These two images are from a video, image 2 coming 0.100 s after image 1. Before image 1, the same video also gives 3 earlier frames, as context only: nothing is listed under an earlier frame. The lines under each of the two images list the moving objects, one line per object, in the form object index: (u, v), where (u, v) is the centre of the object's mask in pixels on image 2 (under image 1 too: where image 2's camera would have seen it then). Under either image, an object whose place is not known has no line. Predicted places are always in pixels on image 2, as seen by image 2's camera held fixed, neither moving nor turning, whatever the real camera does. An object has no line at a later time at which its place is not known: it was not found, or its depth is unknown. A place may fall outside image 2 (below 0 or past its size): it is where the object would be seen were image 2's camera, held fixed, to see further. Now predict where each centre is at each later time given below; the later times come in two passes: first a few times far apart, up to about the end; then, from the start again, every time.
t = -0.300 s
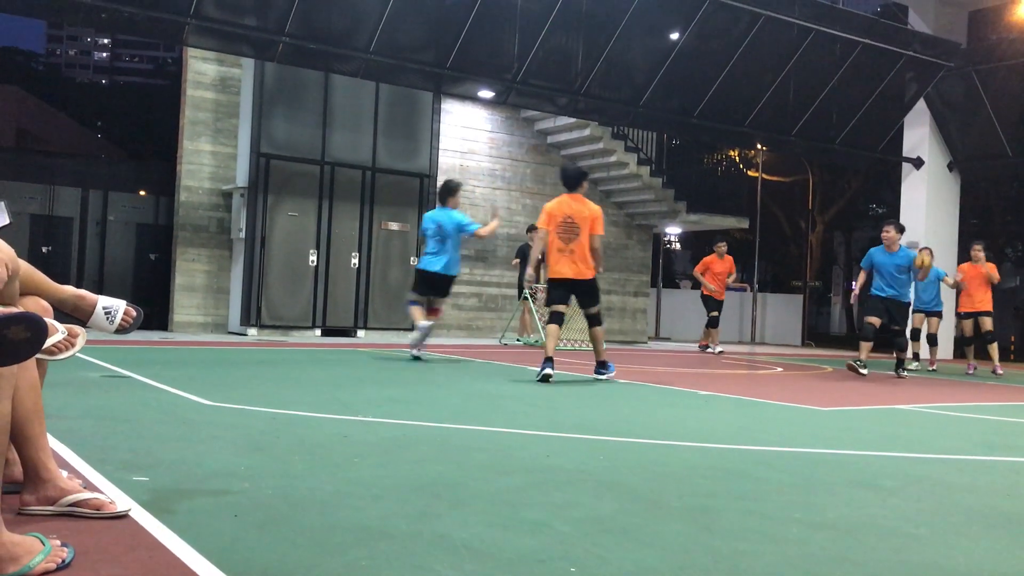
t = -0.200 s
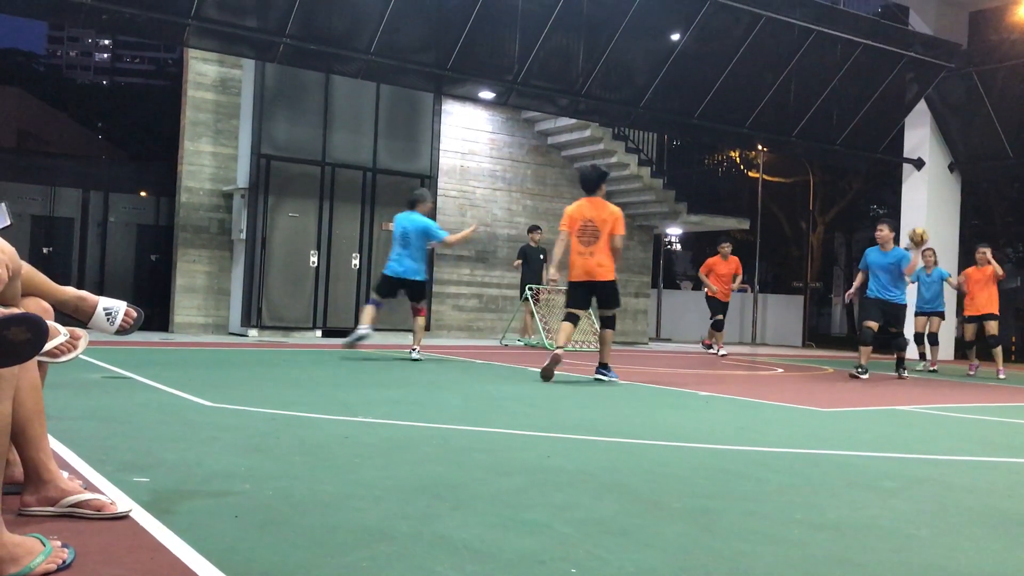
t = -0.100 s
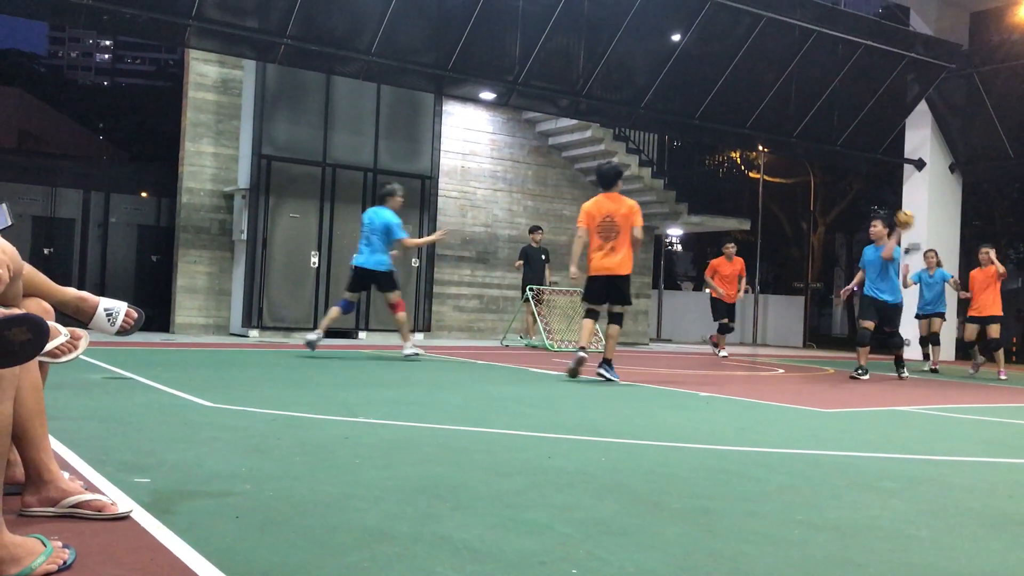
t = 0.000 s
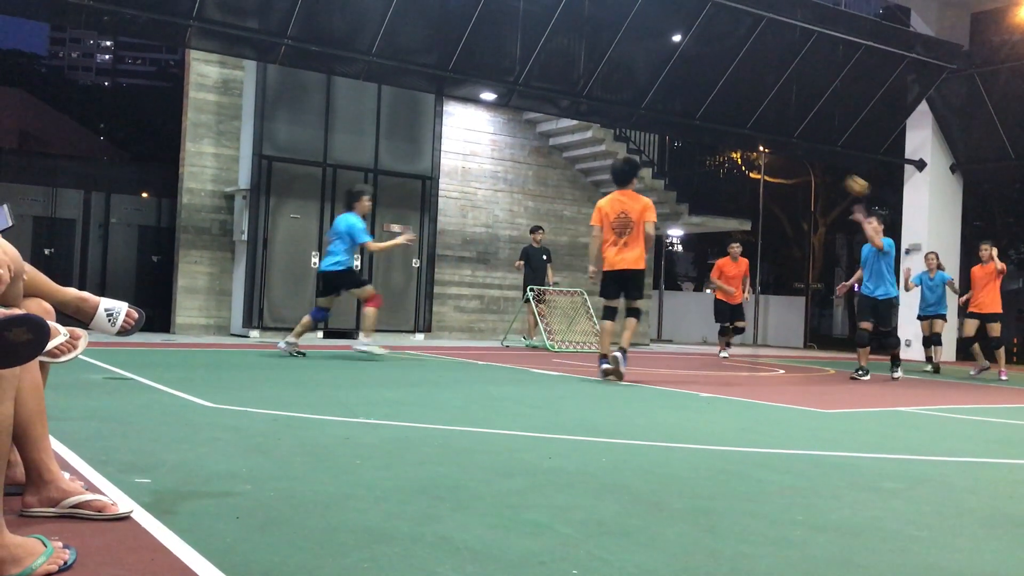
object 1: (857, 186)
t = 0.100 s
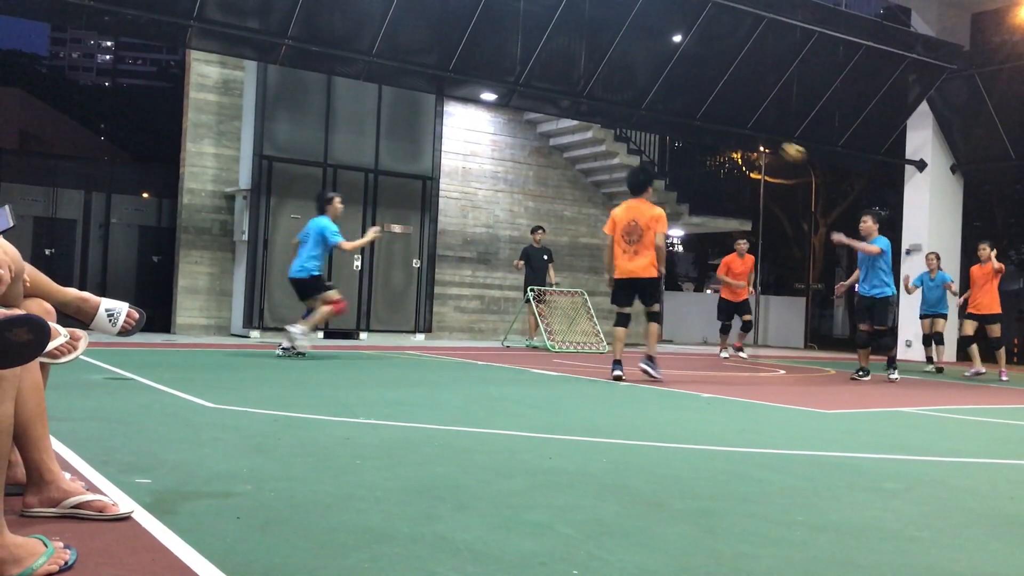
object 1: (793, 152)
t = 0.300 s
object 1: (661, 114)
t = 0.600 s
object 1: (457, 138)
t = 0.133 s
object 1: (771, 143)
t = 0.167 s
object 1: (749, 135)
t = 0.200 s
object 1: (727, 128)
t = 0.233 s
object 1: (705, 123)
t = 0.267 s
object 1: (684, 118)
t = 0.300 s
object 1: (661, 114)
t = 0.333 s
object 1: (639, 112)
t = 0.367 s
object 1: (616, 111)
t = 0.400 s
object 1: (594, 111)
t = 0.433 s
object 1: (572, 111)
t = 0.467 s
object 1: (550, 112)
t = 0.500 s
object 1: (526, 116)
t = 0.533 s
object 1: (505, 120)
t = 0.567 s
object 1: (480, 130)
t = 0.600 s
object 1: (457, 138)
